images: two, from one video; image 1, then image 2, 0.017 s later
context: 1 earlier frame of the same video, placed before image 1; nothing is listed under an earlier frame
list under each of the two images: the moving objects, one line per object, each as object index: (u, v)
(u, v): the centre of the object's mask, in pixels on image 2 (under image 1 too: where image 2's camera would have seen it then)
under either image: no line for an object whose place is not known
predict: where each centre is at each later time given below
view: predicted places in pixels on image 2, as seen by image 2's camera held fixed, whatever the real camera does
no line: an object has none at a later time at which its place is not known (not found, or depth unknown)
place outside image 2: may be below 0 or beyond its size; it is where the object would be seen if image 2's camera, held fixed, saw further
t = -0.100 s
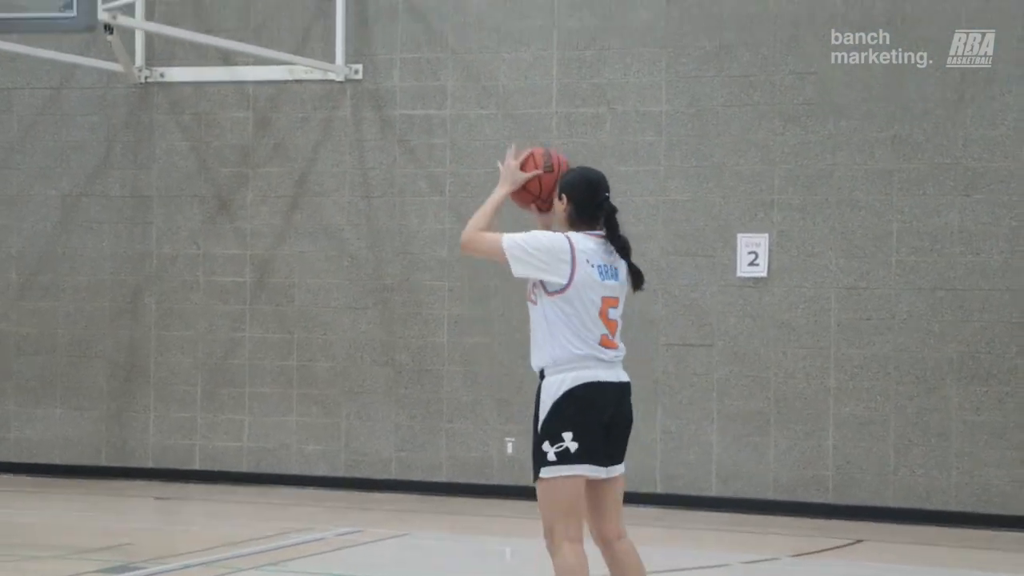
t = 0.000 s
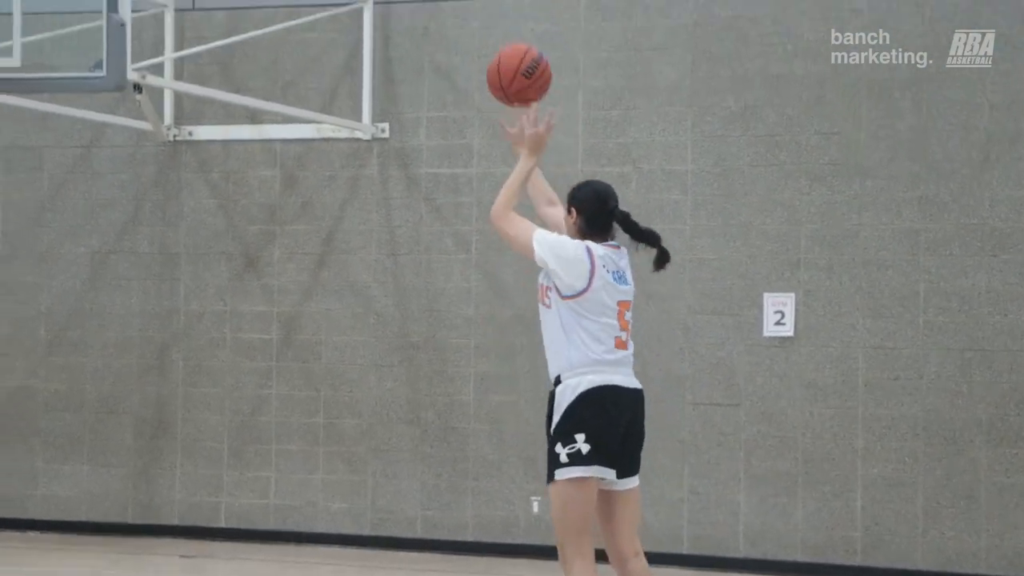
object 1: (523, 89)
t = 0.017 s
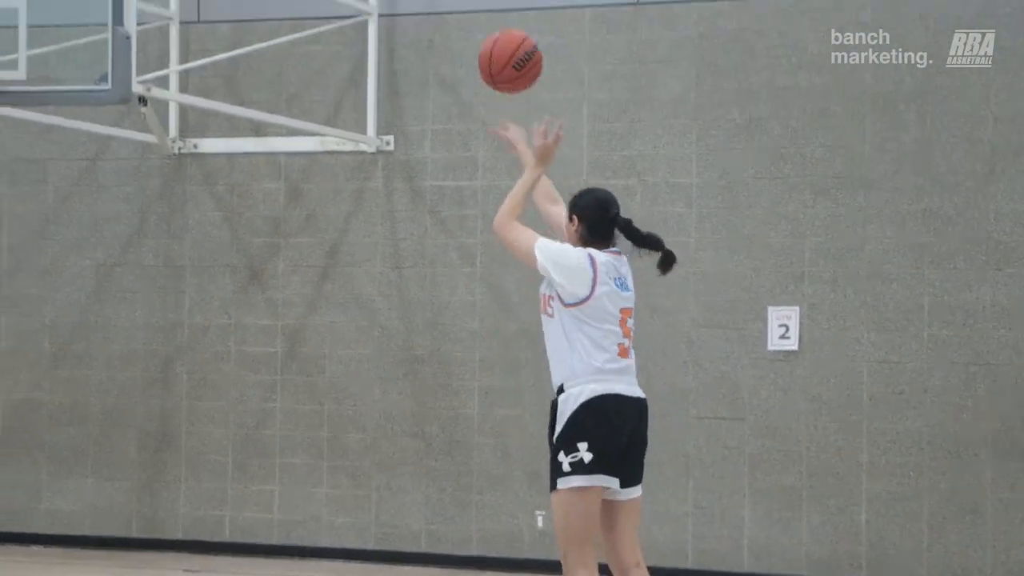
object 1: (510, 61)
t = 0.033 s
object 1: (497, 35)
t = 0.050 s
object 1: (484, 10)
